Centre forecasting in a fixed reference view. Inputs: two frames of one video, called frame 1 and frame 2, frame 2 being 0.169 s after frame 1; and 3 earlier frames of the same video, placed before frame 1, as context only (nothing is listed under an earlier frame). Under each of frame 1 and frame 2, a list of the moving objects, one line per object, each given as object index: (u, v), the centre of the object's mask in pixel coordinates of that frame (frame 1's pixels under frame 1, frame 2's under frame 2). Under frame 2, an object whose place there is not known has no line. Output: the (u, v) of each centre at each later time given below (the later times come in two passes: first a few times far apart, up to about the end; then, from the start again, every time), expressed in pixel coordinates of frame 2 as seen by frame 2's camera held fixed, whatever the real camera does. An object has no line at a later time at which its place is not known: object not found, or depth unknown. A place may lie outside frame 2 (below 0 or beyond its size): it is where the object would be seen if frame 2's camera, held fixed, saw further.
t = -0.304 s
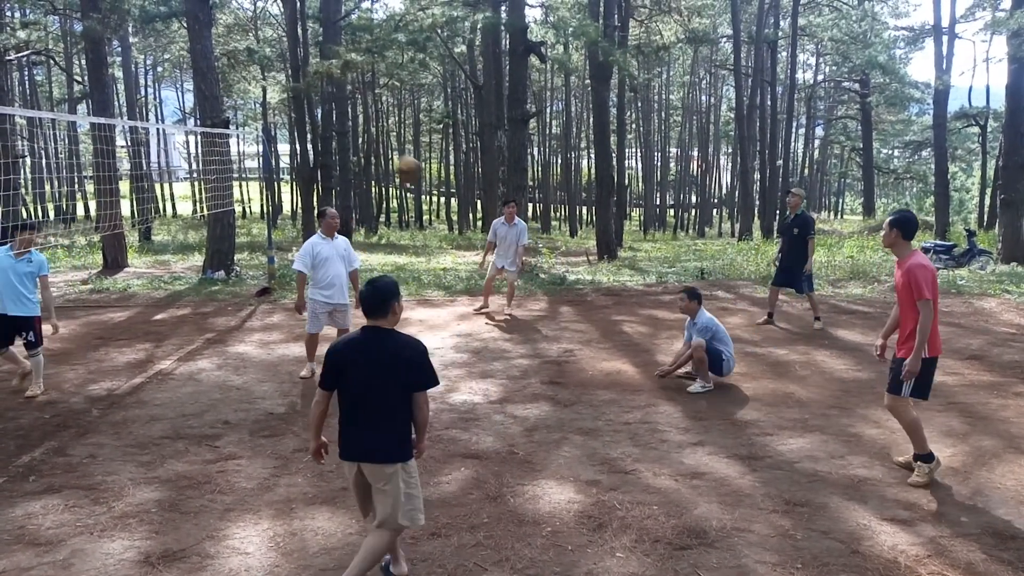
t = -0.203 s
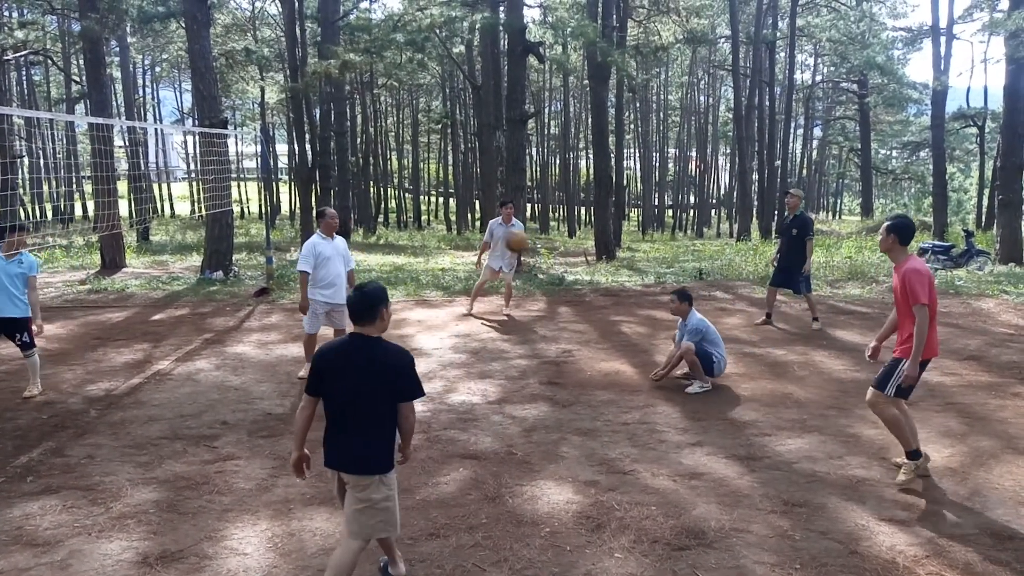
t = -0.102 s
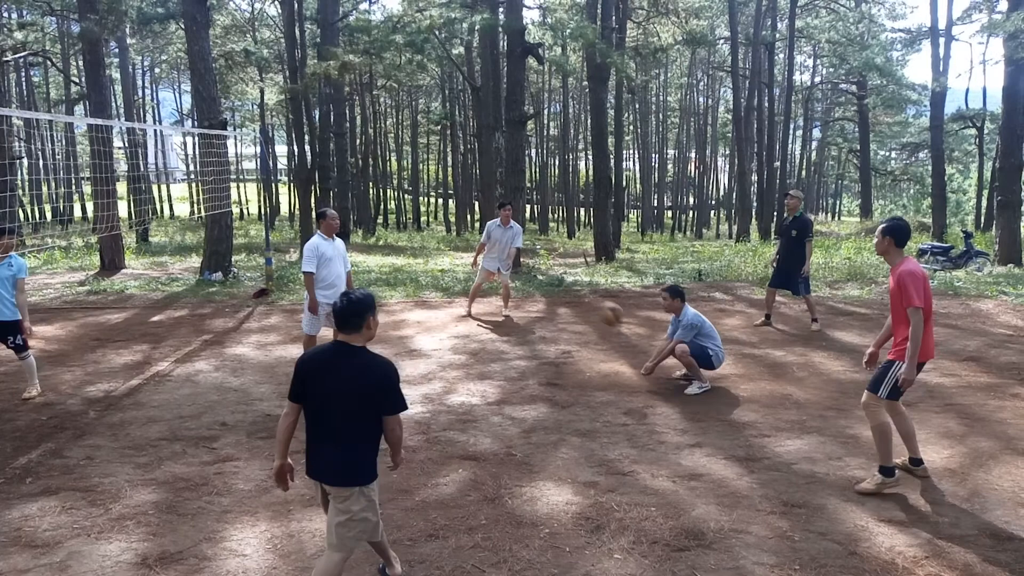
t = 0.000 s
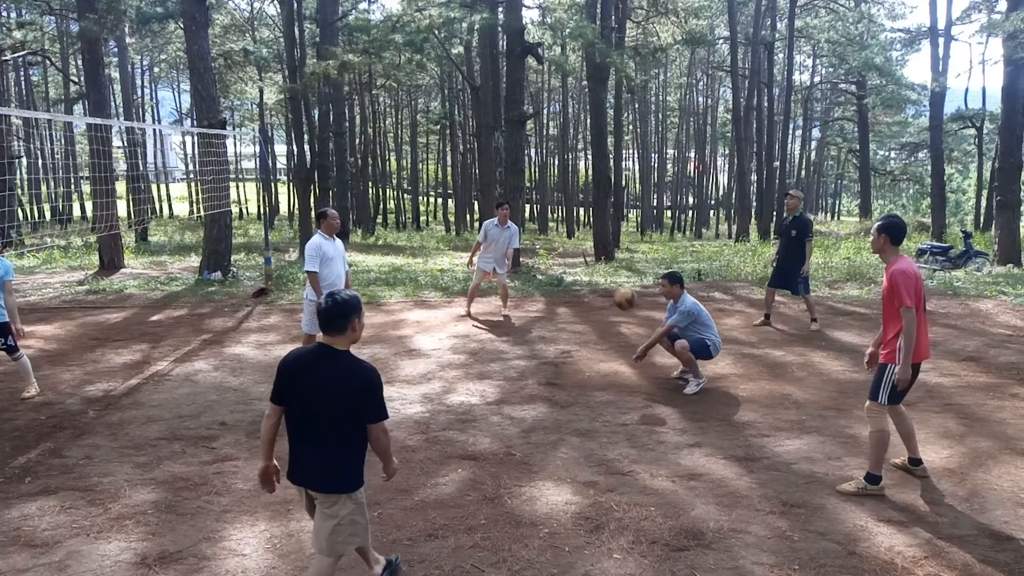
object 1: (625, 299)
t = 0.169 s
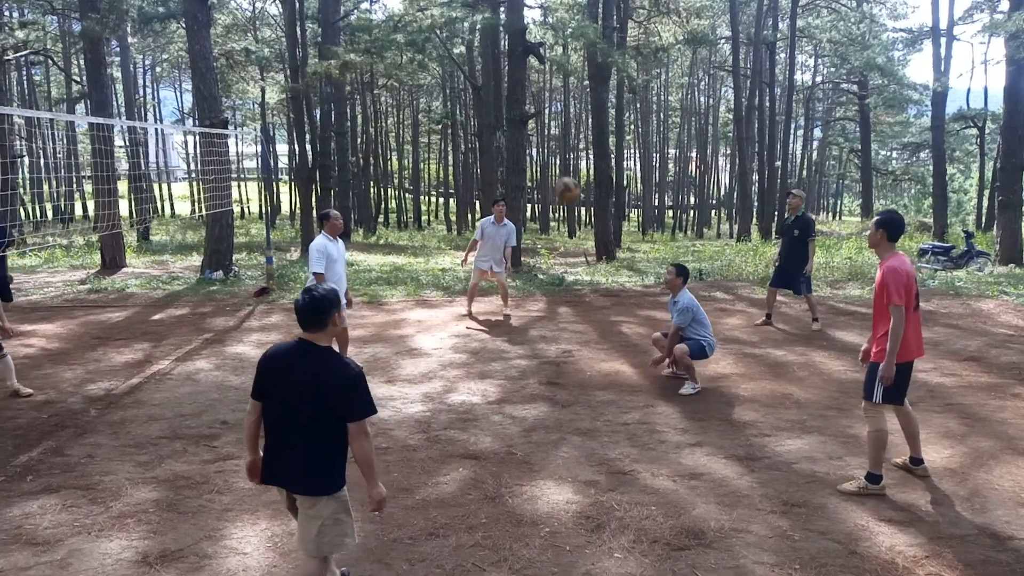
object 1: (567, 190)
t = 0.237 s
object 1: (542, 151)
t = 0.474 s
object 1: (453, 52)
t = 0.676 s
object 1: (372, 16)
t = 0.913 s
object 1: (277, 43)
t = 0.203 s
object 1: (554, 169)
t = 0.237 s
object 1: (542, 151)
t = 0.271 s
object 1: (529, 133)
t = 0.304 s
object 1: (516, 115)
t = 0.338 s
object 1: (504, 100)
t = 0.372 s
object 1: (493, 86)
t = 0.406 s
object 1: (479, 73)
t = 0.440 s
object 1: (467, 63)
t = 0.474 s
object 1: (453, 52)
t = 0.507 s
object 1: (439, 42)
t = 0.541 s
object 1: (426, 34)
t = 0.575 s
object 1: (412, 28)
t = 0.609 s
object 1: (399, 23)
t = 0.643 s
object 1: (387, 19)
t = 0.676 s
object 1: (372, 16)
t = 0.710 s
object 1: (359, 15)
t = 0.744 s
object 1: (345, 15)
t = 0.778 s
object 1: (333, 17)
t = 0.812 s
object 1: (319, 22)
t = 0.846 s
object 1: (305, 28)
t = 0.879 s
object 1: (290, 33)
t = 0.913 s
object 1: (277, 43)
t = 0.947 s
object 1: (265, 53)
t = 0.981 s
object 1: (251, 64)
